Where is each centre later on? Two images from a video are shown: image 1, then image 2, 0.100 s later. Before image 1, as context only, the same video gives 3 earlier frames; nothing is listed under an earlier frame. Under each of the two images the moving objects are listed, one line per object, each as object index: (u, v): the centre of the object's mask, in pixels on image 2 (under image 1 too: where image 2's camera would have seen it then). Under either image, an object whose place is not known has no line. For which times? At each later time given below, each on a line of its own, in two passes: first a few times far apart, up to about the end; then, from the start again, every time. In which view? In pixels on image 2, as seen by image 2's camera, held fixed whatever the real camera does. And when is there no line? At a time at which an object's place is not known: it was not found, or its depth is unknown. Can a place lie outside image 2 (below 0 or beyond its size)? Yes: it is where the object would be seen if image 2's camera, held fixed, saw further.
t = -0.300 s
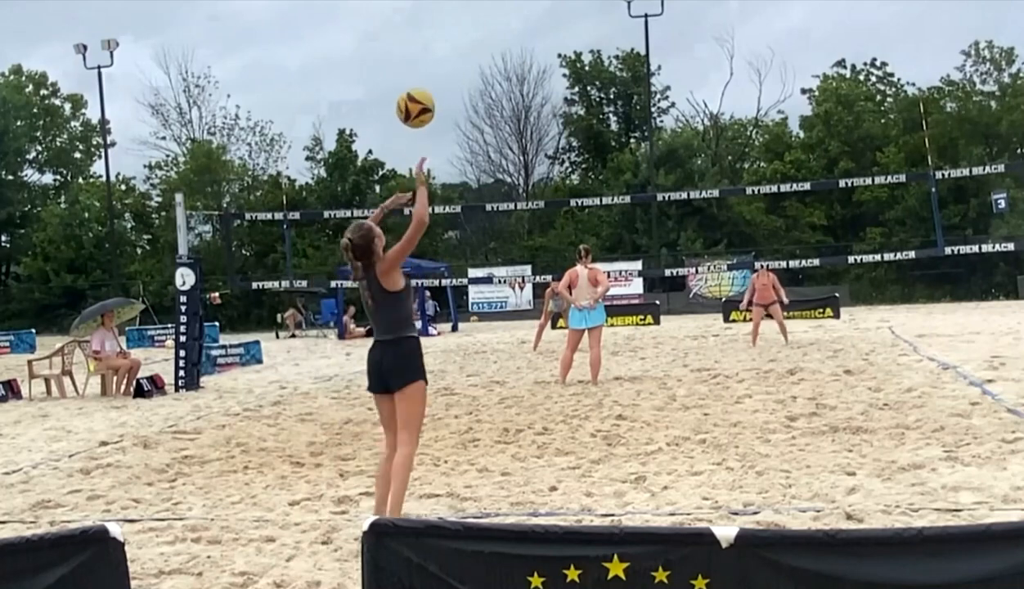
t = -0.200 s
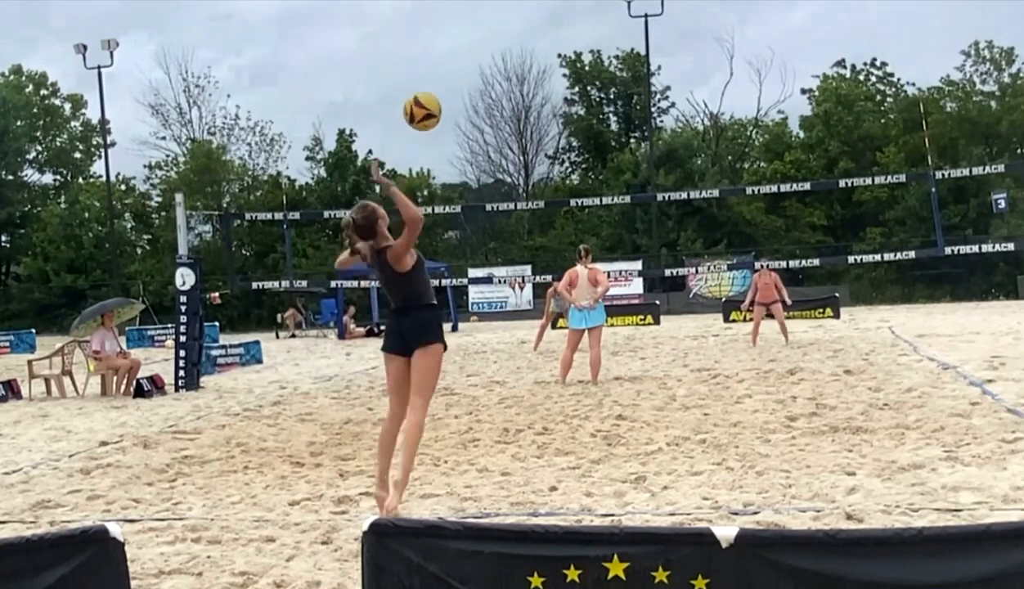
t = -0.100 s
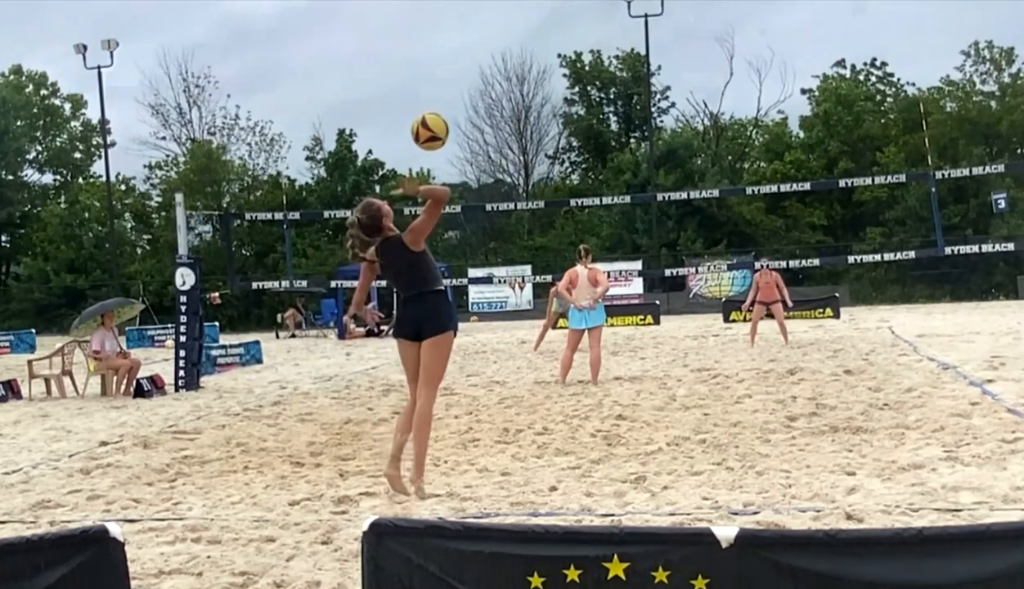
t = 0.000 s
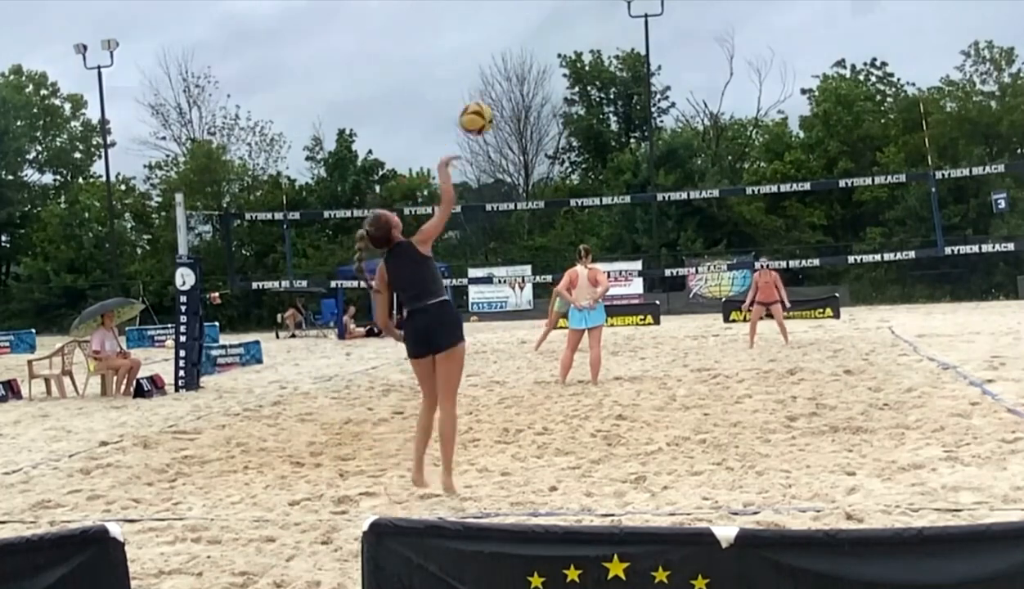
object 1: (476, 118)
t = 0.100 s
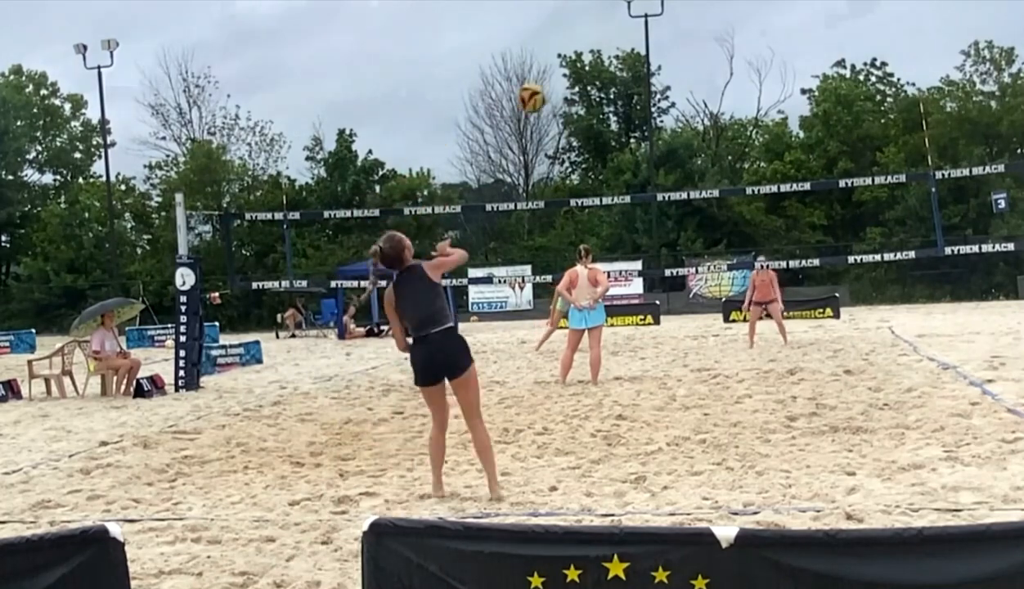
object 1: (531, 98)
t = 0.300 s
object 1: (602, 102)
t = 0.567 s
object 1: (651, 154)
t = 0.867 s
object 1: (677, 242)
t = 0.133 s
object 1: (546, 95)
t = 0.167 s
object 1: (560, 94)
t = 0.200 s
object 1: (571, 94)
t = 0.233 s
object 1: (582, 96)
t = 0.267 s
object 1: (593, 98)
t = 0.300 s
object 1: (602, 102)
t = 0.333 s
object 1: (611, 106)
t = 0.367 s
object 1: (619, 111)
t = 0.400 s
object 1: (625, 117)
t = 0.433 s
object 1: (632, 123)
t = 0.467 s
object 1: (637, 131)
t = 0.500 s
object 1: (641, 137)
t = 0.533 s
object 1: (647, 145)
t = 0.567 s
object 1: (651, 154)
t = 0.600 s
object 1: (655, 162)
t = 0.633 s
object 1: (659, 172)
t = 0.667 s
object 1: (662, 180)
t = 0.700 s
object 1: (665, 188)
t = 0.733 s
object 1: (668, 205)
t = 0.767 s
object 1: (670, 210)
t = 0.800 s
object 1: (673, 221)
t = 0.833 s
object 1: (675, 231)
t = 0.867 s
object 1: (677, 242)
